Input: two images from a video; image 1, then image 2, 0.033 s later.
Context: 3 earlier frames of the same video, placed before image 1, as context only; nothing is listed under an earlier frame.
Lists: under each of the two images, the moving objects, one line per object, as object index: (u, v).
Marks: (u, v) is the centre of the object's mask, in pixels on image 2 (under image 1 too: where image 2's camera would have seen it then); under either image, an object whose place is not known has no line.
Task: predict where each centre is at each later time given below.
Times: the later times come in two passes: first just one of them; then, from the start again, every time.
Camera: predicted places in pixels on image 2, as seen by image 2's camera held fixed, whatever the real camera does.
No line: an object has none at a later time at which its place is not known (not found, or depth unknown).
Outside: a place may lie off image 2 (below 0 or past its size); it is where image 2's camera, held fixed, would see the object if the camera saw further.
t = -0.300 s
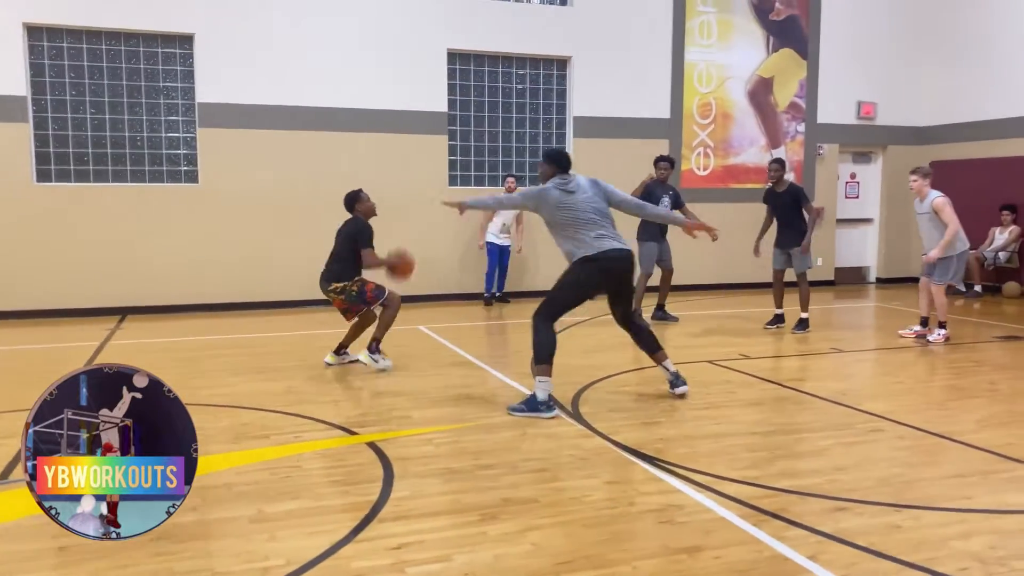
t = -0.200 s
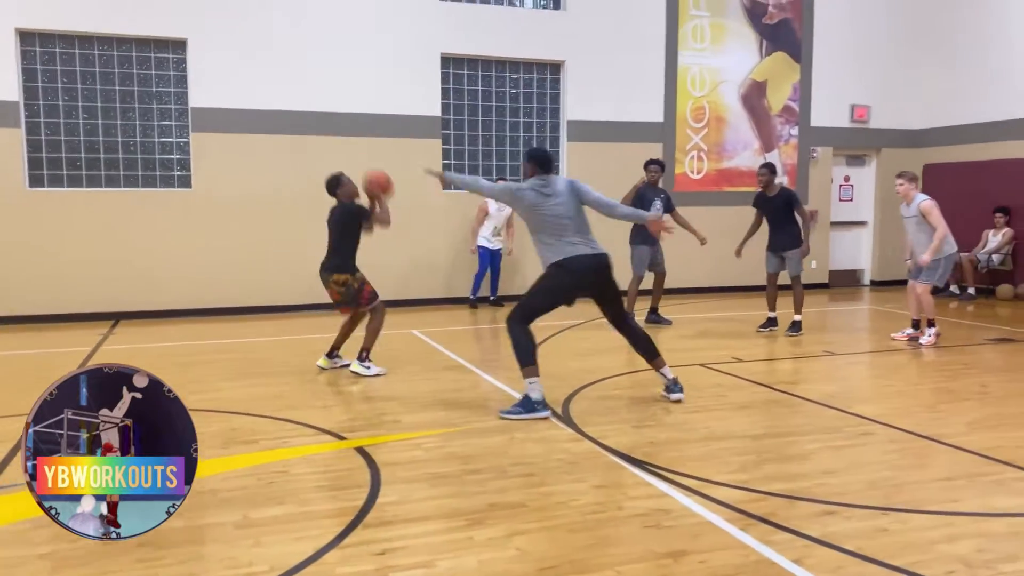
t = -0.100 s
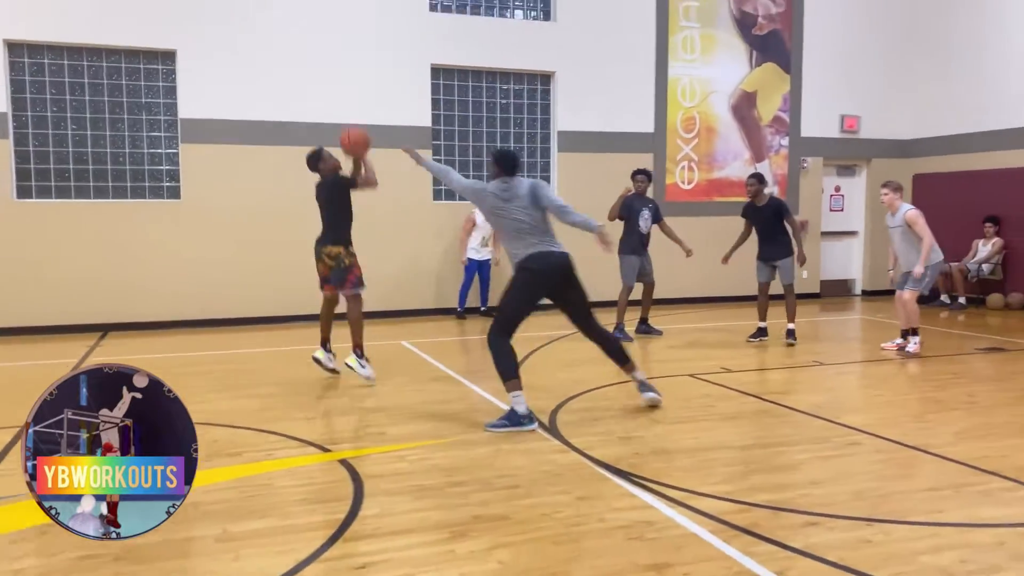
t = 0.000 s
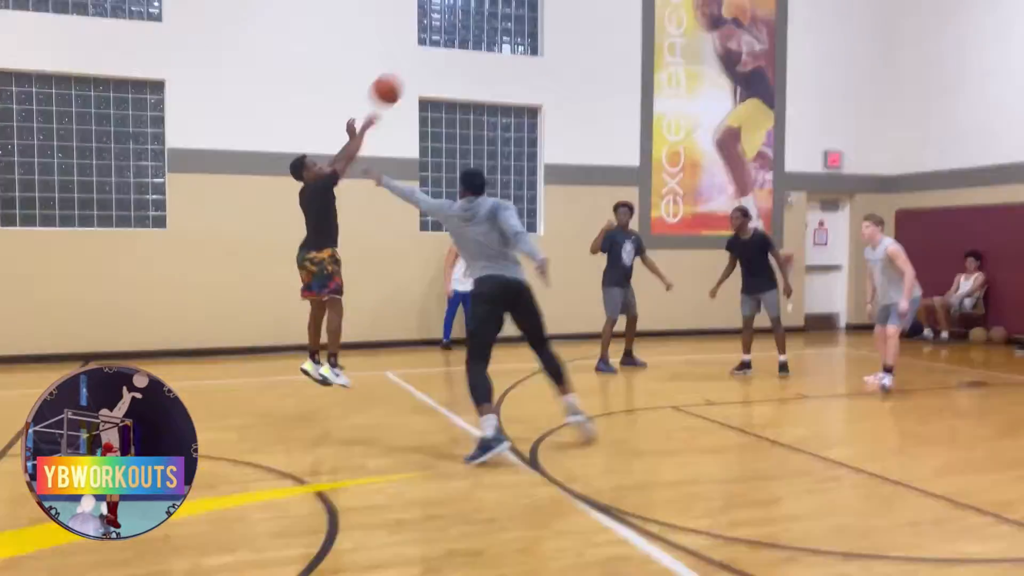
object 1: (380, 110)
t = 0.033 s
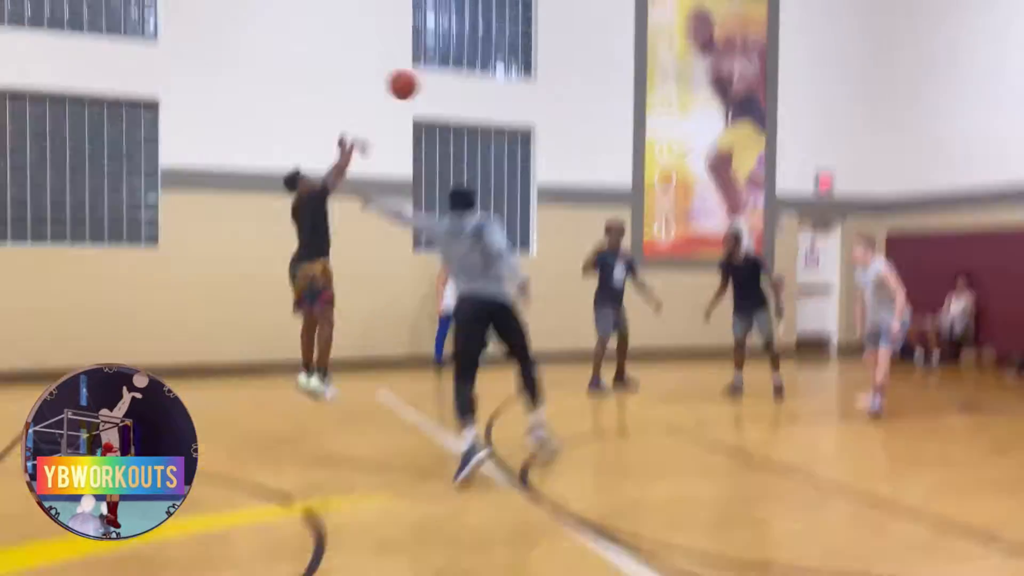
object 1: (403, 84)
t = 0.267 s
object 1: (560, -60)
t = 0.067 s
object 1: (425, 57)
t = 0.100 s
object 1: (448, 34)
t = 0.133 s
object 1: (471, 11)
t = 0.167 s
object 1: (494, -10)
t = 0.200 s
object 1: (516, -29)
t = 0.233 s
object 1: (538, -43)
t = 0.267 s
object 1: (560, -60)
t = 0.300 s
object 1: (582, -75)
